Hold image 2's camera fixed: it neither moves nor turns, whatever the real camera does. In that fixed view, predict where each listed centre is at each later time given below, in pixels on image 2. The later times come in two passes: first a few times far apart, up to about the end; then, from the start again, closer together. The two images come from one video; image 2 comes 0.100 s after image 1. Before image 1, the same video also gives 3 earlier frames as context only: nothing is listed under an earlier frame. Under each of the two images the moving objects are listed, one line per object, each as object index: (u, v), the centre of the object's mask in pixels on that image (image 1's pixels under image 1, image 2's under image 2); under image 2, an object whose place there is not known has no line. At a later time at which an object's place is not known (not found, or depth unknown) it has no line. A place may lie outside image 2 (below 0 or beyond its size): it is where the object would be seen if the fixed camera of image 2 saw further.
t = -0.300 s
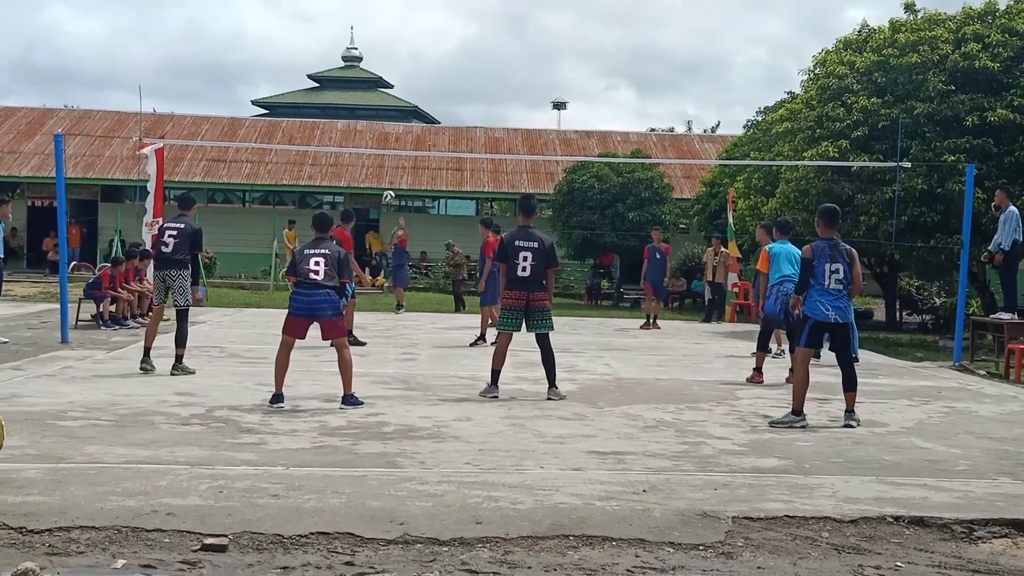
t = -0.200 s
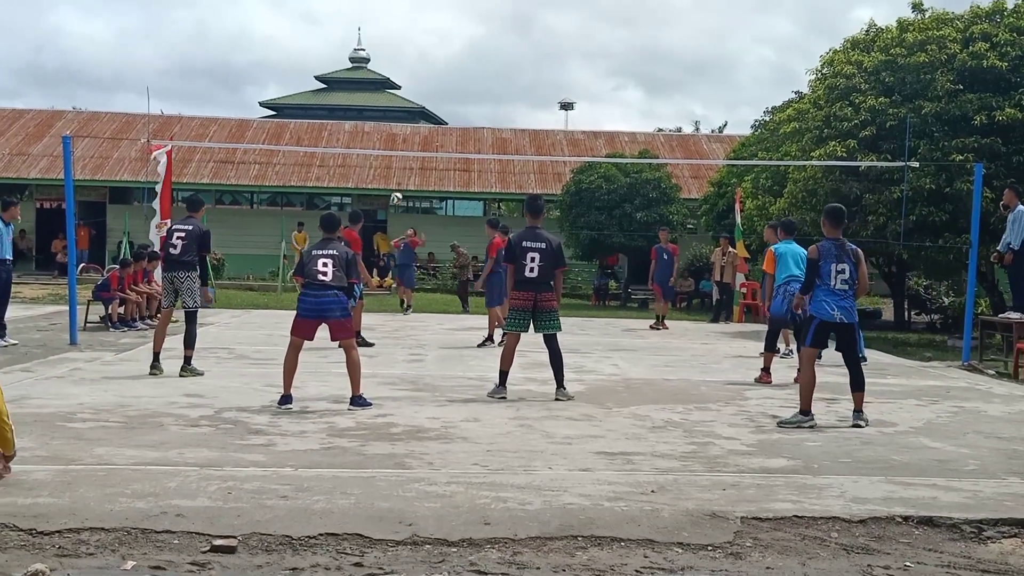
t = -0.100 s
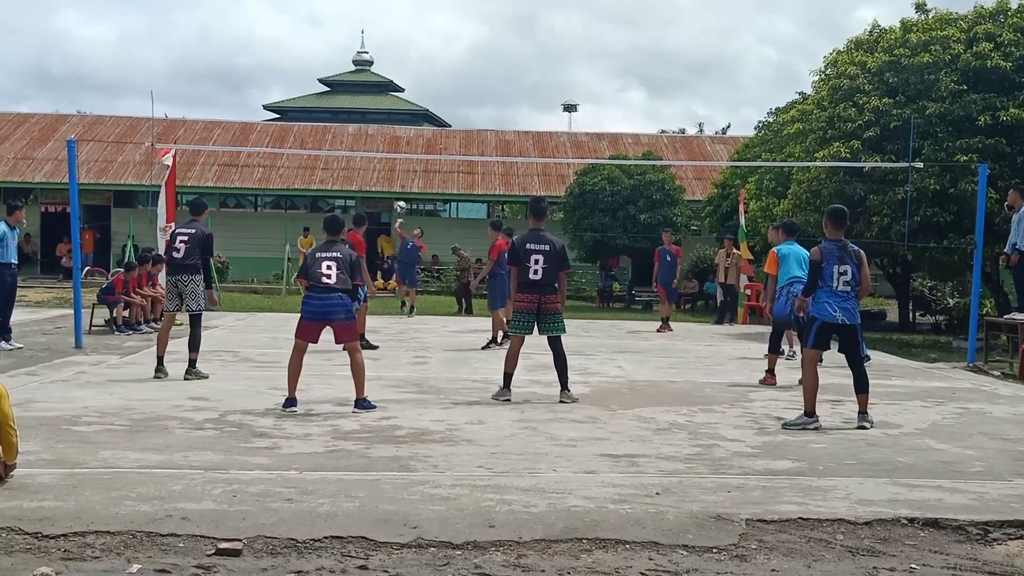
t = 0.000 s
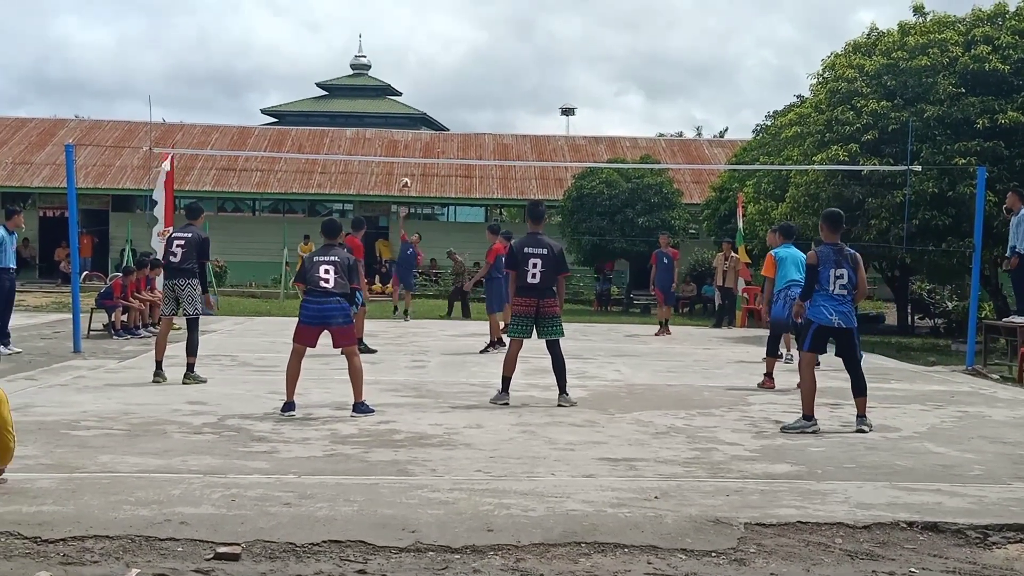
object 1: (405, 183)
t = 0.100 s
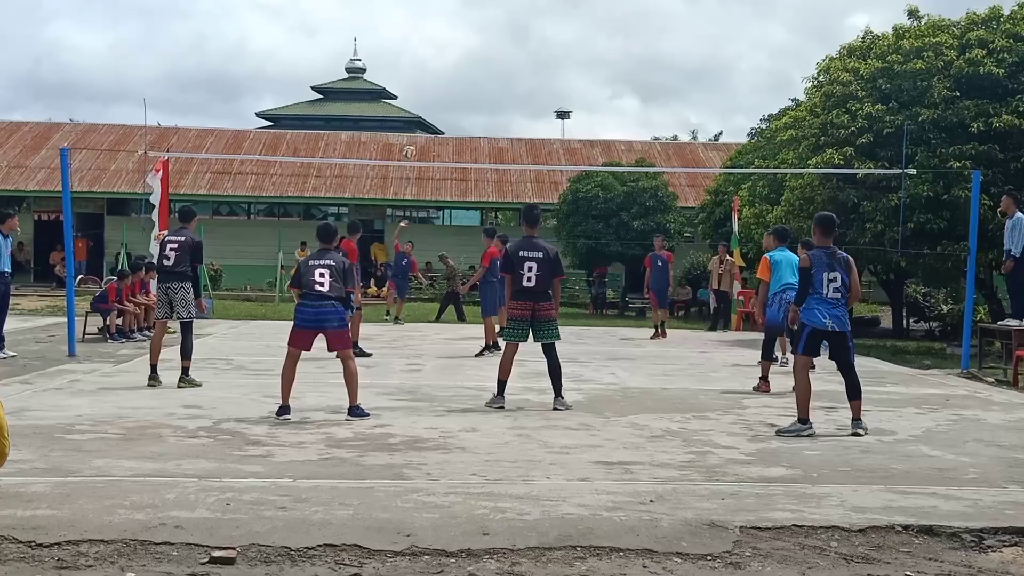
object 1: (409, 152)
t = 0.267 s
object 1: (425, 102)
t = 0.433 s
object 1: (442, 64)
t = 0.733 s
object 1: (482, 34)
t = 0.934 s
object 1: (521, 54)
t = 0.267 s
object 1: (425, 102)
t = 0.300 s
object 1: (428, 94)
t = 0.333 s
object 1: (430, 86)
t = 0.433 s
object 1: (442, 64)
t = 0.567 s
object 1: (458, 45)
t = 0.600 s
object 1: (463, 41)
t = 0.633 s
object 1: (468, 38)
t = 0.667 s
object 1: (471, 36)
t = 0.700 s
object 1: (477, 35)
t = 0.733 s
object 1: (482, 34)
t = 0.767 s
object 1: (488, 35)
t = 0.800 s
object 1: (494, 37)
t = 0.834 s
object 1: (500, 39)
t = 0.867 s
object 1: (506, 43)
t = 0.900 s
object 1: (514, 48)
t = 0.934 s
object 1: (521, 54)
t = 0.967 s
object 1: (529, 62)
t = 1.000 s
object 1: (537, 72)
